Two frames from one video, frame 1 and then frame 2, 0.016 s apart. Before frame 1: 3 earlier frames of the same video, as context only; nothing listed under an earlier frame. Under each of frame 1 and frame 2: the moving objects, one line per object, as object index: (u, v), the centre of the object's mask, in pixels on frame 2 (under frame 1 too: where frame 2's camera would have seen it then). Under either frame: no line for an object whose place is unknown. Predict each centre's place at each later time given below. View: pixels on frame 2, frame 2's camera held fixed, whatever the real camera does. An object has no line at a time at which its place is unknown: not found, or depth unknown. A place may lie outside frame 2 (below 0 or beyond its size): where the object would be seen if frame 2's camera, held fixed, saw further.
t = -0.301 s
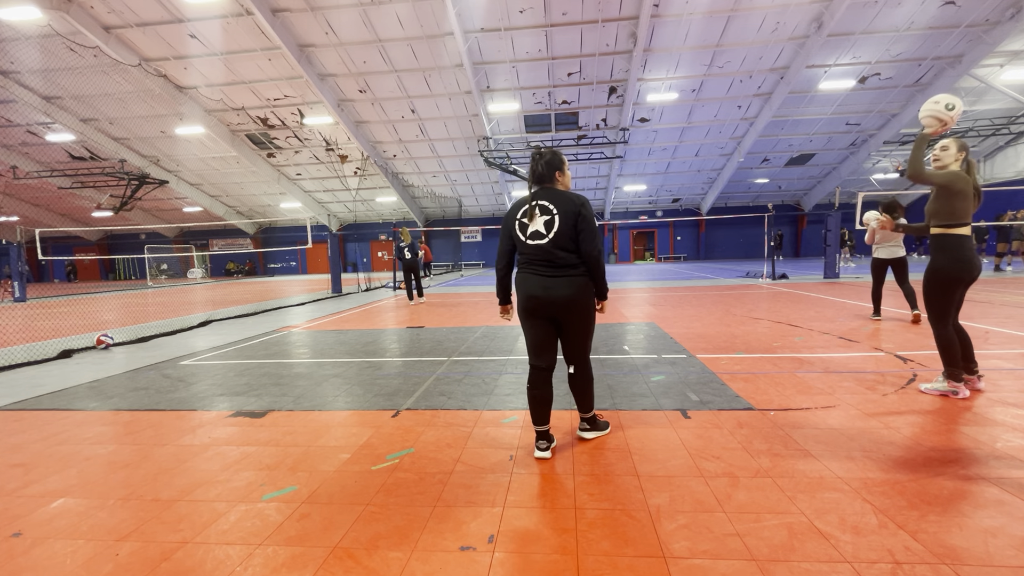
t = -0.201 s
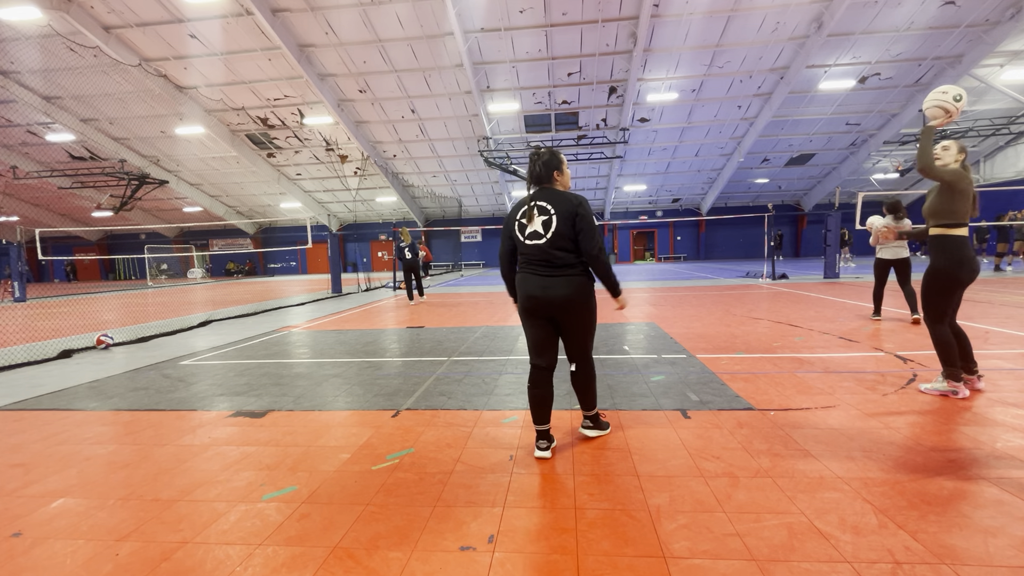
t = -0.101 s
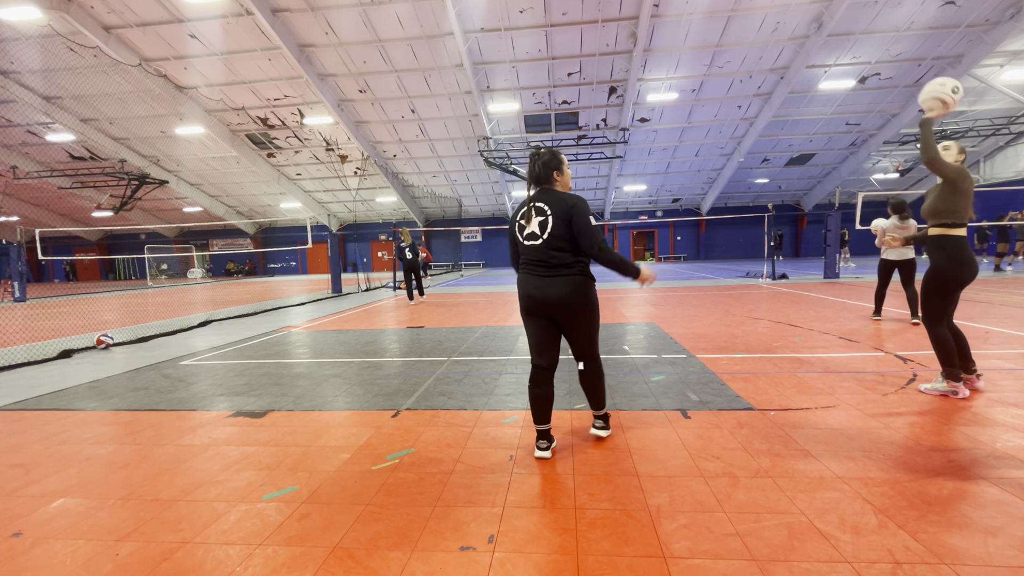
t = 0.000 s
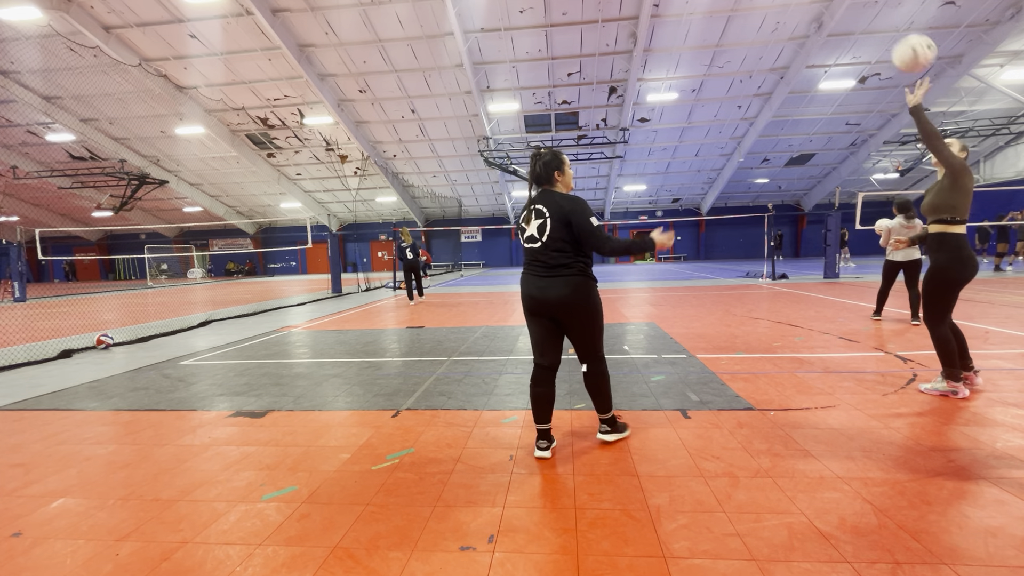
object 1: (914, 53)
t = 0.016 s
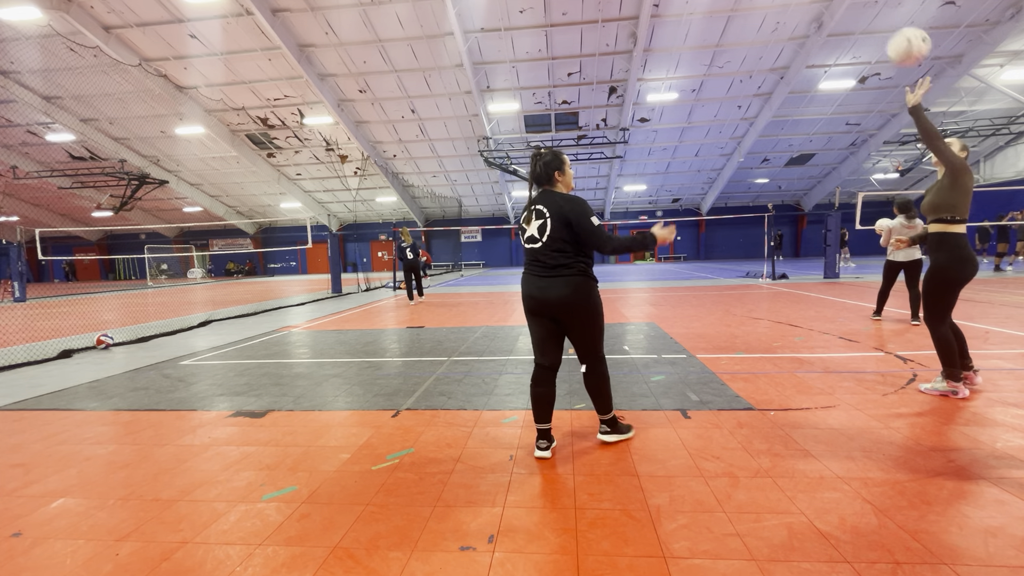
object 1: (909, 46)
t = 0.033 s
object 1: (903, 40)
